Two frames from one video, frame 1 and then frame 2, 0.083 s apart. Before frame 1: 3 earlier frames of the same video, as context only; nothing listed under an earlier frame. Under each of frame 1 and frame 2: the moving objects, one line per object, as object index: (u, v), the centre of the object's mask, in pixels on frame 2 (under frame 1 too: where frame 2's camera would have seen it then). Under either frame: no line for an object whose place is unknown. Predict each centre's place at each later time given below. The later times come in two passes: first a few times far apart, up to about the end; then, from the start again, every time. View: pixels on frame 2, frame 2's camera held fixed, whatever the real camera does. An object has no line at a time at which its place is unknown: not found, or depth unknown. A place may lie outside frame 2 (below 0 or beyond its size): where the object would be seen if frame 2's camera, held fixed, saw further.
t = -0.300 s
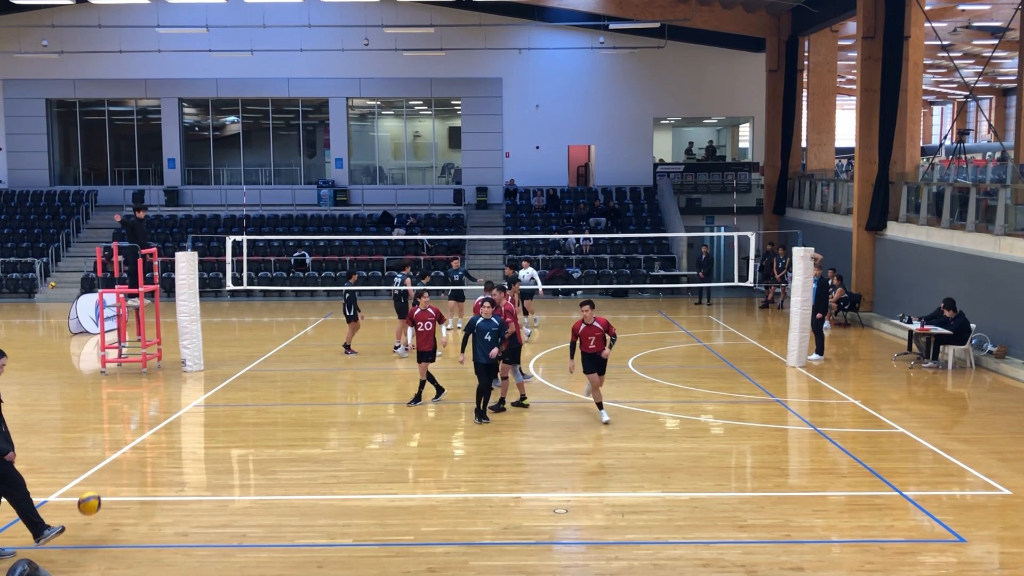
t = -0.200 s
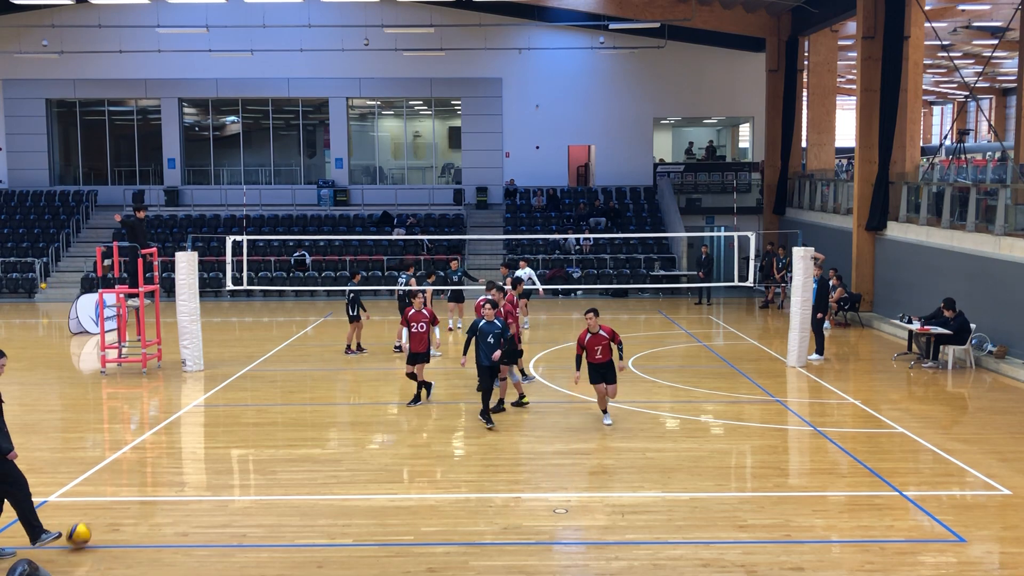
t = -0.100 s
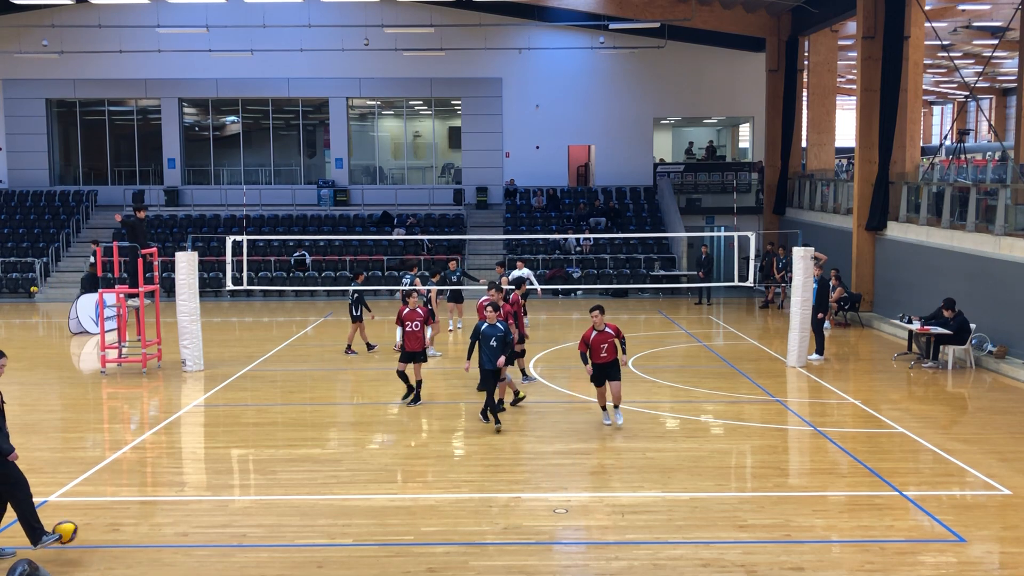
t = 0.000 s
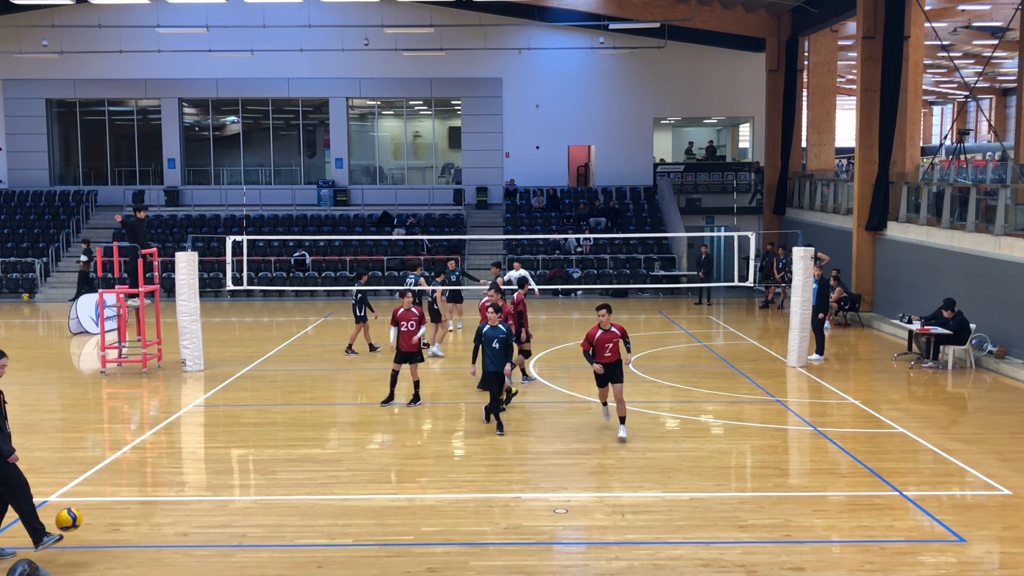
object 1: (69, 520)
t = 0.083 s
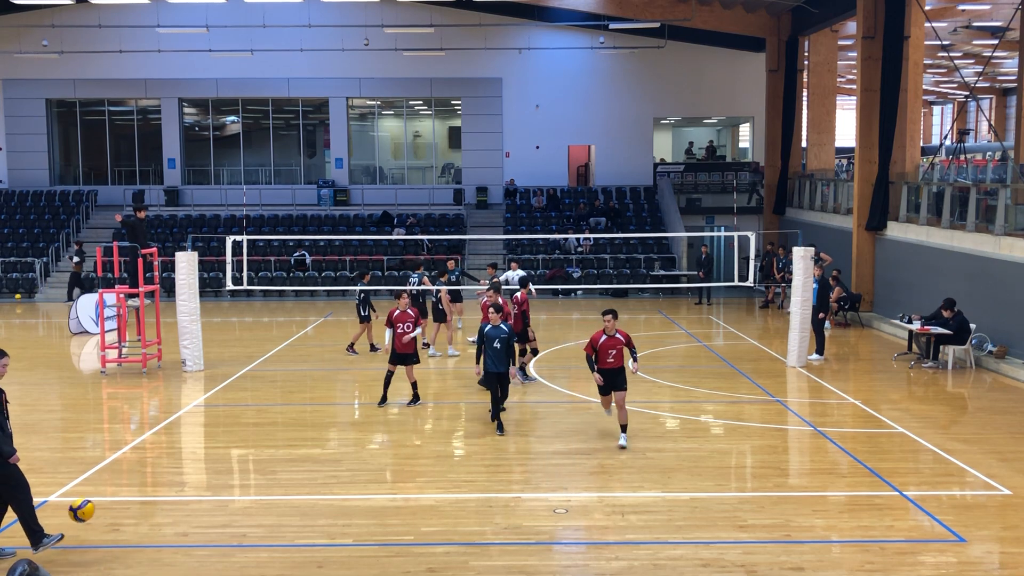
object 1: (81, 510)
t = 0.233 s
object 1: (105, 511)
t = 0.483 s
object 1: (136, 526)
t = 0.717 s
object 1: (152, 517)
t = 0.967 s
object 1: (171, 532)
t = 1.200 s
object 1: (187, 534)
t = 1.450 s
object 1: (203, 534)
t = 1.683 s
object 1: (218, 545)
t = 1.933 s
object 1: (236, 554)
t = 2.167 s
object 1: (252, 554)
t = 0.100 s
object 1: (84, 510)
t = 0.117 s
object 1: (87, 509)
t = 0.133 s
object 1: (89, 508)
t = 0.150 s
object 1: (91, 508)
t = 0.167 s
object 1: (94, 508)
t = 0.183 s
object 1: (97, 508)
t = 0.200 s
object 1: (99, 509)
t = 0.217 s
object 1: (102, 510)
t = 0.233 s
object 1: (105, 511)
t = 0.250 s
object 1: (108, 513)
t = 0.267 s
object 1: (110, 515)
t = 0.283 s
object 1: (112, 517)
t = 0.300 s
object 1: (115, 519)
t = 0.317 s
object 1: (117, 522)
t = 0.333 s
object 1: (120, 525)
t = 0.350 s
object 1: (123, 529)
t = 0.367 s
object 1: (125, 532)
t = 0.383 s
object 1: (128, 536)
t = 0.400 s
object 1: (131, 540)
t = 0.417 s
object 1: (132, 539)
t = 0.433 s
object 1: (133, 535)
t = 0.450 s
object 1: (134, 531)
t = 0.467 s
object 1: (135, 528)
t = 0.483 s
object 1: (136, 526)
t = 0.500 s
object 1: (137, 523)
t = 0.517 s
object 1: (139, 521)
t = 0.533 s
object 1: (139, 519)
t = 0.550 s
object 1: (141, 518)
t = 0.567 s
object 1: (142, 516)
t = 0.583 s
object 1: (143, 515)
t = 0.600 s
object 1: (144, 514)
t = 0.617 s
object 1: (145, 514)
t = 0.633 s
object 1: (146, 514)
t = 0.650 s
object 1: (147, 514)
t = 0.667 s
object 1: (149, 514)
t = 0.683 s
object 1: (150, 515)
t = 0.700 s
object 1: (151, 516)
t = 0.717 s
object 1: (152, 517)
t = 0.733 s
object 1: (153, 519)
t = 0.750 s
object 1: (155, 521)
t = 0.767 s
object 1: (156, 523)
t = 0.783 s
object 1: (157, 525)
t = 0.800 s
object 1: (159, 528)
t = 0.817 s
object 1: (160, 531)
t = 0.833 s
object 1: (161, 534)
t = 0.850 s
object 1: (162, 538)
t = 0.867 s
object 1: (164, 542)
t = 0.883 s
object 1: (165, 544)
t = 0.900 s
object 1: (166, 542)
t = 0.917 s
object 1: (167, 538)
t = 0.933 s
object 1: (169, 536)
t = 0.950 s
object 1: (170, 534)
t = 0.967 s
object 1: (171, 532)
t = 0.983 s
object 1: (172, 530)
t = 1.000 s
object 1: (173, 528)
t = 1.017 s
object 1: (174, 527)
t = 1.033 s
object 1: (175, 526)
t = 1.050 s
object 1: (176, 526)
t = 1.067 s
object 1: (177, 525)
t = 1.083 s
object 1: (179, 525)
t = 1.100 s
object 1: (179, 525)
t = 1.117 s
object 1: (181, 526)
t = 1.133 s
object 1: (182, 527)
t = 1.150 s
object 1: (183, 528)
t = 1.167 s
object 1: (184, 530)
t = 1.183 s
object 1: (185, 532)
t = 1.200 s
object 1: (187, 534)
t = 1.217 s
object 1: (188, 536)
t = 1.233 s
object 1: (189, 539)
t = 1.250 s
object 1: (191, 542)
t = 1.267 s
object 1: (192, 545)
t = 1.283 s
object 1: (193, 548)
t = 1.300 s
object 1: (194, 546)
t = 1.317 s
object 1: (195, 543)
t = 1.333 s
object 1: (196, 541)
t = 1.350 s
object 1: (197, 539)
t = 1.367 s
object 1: (198, 537)
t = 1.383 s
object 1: (199, 536)
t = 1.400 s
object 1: (200, 535)
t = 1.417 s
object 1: (201, 534)
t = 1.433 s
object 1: (202, 534)
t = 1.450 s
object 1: (203, 534)
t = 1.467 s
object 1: (204, 534)
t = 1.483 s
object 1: (205, 534)
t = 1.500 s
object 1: (207, 535)
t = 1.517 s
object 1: (208, 536)
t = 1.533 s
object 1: (209, 537)
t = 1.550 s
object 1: (210, 539)
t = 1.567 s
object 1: (211, 541)
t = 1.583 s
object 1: (212, 543)
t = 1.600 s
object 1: (213, 546)
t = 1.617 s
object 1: (215, 549)
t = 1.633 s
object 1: (216, 551)
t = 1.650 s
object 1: (217, 549)
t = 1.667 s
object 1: (217, 546)
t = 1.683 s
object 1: (218, 545)
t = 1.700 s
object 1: (220, 543)
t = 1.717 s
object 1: (221, 542)
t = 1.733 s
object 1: (222, 542)
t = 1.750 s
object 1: (223, 541)
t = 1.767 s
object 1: (224, 541)
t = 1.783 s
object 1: (225, 541)
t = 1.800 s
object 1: (226, 541)
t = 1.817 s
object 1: (227, 542)
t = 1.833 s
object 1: (229, 542)
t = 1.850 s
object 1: (230, 544)
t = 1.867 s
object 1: (231, 545)
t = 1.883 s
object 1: (232, 547)
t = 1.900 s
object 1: (234, 550)
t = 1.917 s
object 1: (235, 552)
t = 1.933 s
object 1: (236, 554)
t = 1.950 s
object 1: (237, 553)
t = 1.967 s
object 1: (238, 551)
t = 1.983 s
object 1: (239, 549)
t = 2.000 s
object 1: (240, 548)
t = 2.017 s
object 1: (241, 547)
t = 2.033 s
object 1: (242, 547)
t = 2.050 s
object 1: (243, 547)
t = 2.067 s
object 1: (244, 547)
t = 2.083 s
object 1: (246, 547)
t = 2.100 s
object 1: (247, 548)
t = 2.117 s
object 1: (248, 549)
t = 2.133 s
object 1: (249, 550)
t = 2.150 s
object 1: (250, 552)
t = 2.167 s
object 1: (252, 554)
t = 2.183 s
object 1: (253, 556)
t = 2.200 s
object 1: (254, 555)
